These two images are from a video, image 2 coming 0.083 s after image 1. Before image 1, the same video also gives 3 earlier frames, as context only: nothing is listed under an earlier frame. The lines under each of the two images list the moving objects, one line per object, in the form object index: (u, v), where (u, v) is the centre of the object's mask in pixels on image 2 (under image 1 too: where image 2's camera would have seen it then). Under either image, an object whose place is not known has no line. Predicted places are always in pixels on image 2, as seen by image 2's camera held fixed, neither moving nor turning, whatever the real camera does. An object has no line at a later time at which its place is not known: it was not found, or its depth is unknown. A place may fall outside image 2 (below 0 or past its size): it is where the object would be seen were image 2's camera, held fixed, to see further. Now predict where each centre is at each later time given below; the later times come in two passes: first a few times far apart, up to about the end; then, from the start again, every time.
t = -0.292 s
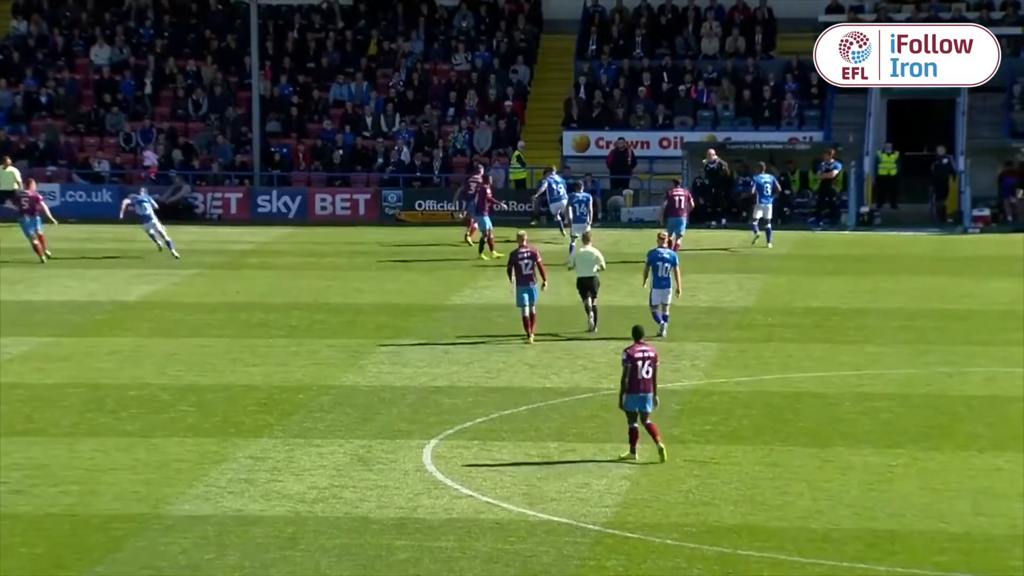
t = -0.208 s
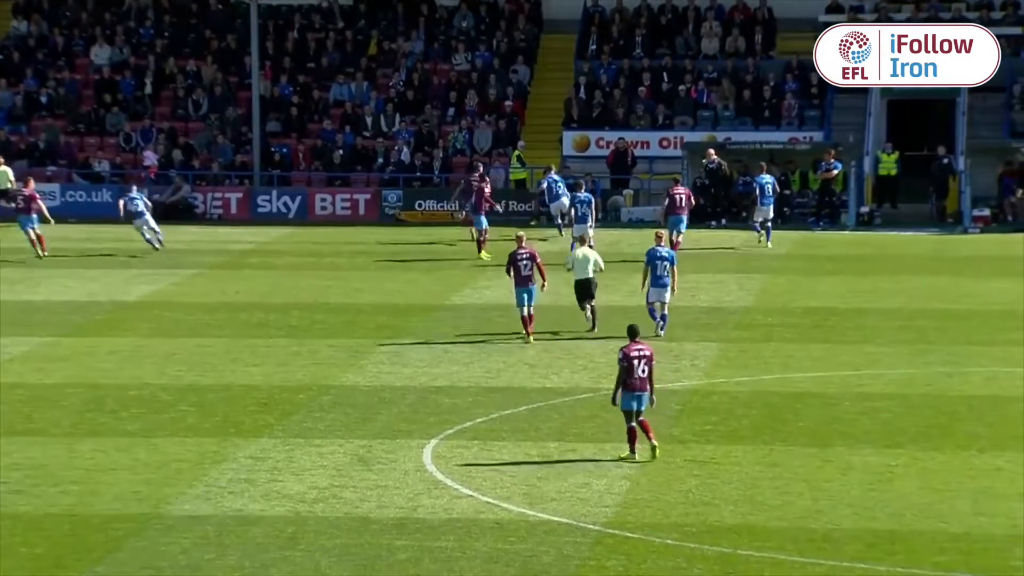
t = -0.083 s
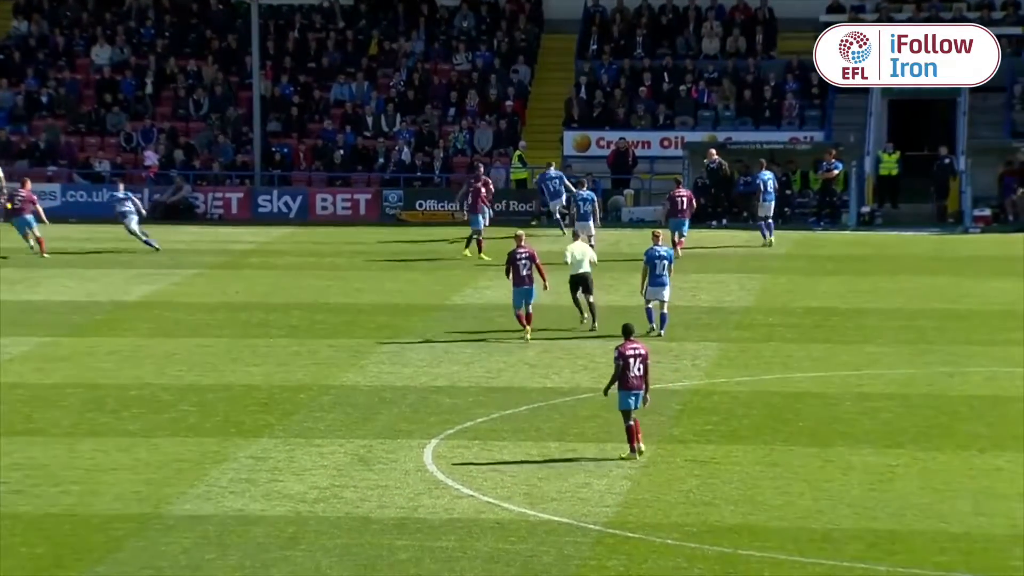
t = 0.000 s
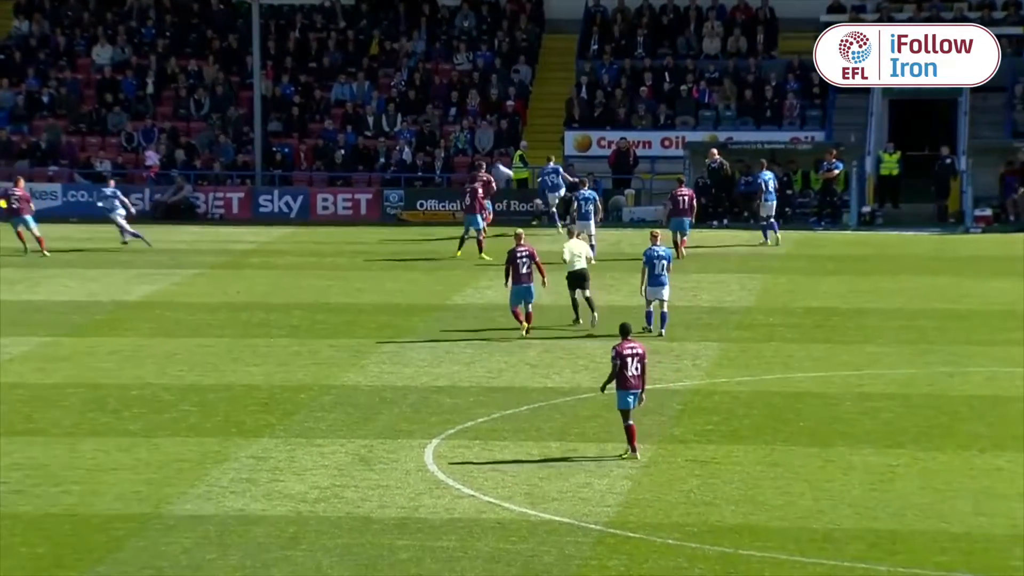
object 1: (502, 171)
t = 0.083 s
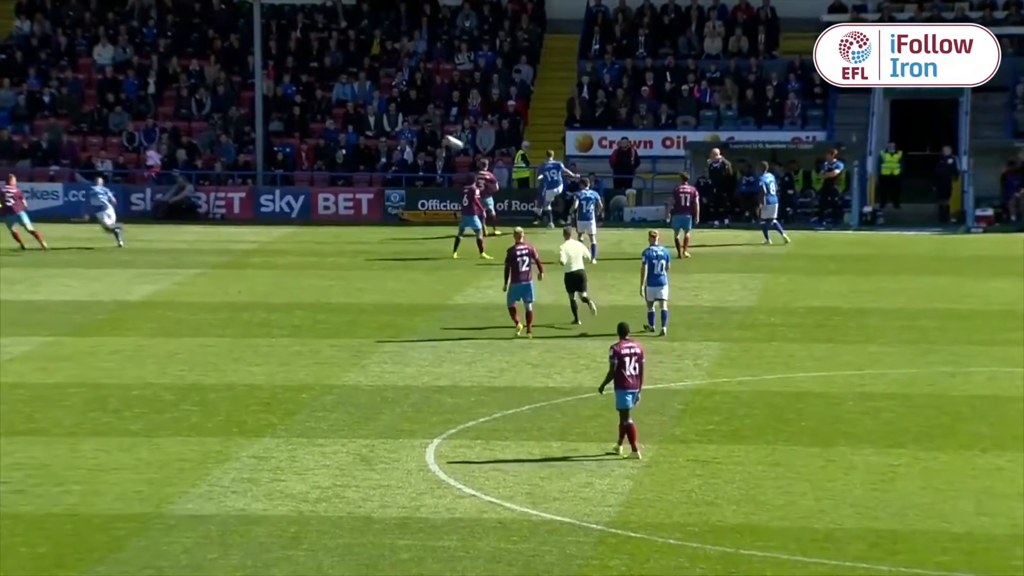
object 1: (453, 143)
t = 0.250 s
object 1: (351, 95)
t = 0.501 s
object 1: (200, 44)
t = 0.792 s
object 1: (25, 20)
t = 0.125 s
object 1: (427, 129)
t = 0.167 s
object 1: (402, 116)
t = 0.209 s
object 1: (376, 106)
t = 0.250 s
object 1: (351, 95)
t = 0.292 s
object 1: (326, 84)
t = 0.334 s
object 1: (300, 75)
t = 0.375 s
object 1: (275, 66)
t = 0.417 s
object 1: (250, 58)
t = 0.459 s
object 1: (225, 51)
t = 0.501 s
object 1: (200, 44)
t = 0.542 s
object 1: (175, 39)
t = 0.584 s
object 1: (150, 34)
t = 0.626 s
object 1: (125, 29)
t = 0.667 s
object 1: (100, 26)
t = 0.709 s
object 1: (75, 23)
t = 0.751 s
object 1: (51, 21)
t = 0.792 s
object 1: (25, 20)
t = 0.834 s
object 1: (1, 20)
